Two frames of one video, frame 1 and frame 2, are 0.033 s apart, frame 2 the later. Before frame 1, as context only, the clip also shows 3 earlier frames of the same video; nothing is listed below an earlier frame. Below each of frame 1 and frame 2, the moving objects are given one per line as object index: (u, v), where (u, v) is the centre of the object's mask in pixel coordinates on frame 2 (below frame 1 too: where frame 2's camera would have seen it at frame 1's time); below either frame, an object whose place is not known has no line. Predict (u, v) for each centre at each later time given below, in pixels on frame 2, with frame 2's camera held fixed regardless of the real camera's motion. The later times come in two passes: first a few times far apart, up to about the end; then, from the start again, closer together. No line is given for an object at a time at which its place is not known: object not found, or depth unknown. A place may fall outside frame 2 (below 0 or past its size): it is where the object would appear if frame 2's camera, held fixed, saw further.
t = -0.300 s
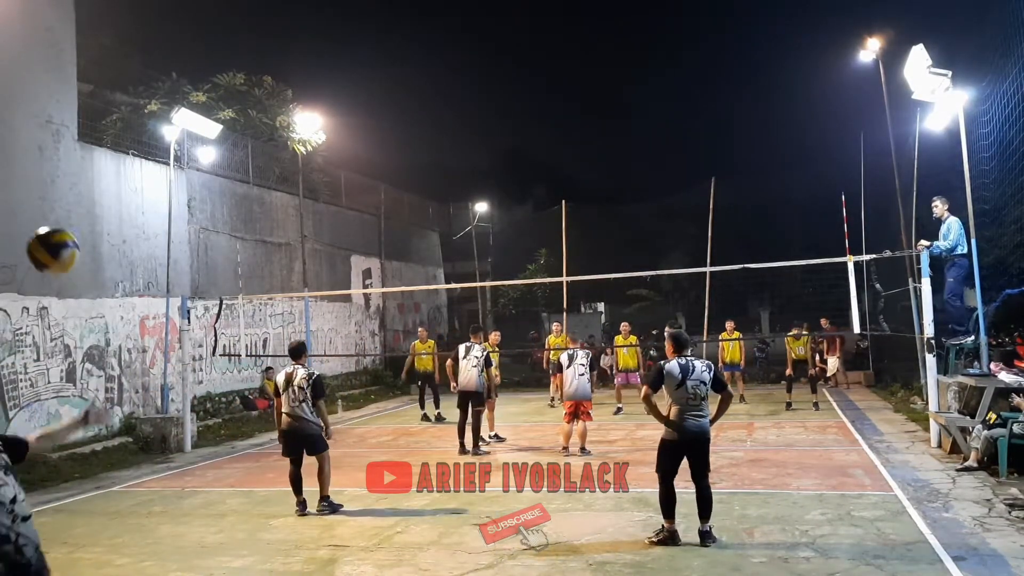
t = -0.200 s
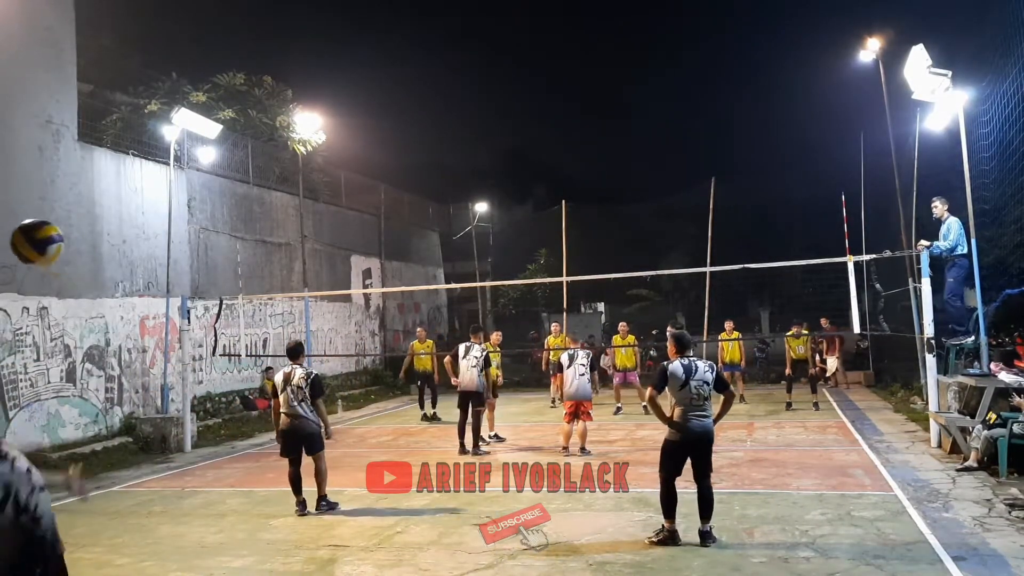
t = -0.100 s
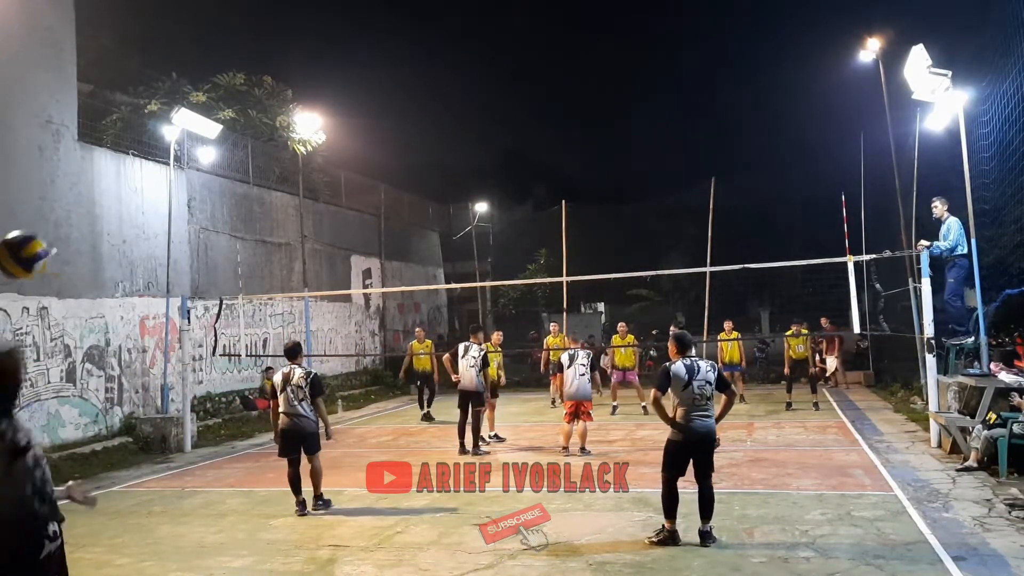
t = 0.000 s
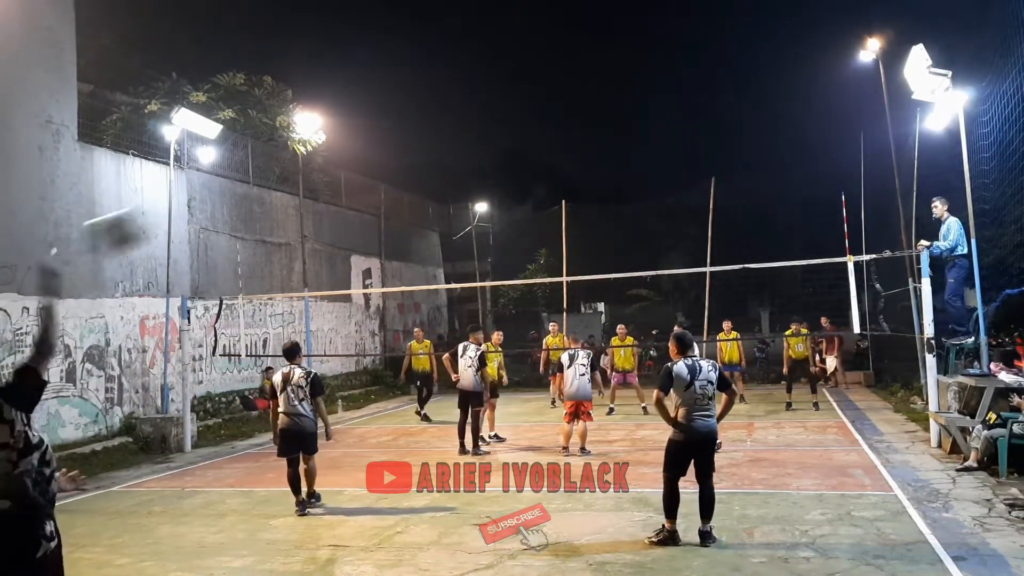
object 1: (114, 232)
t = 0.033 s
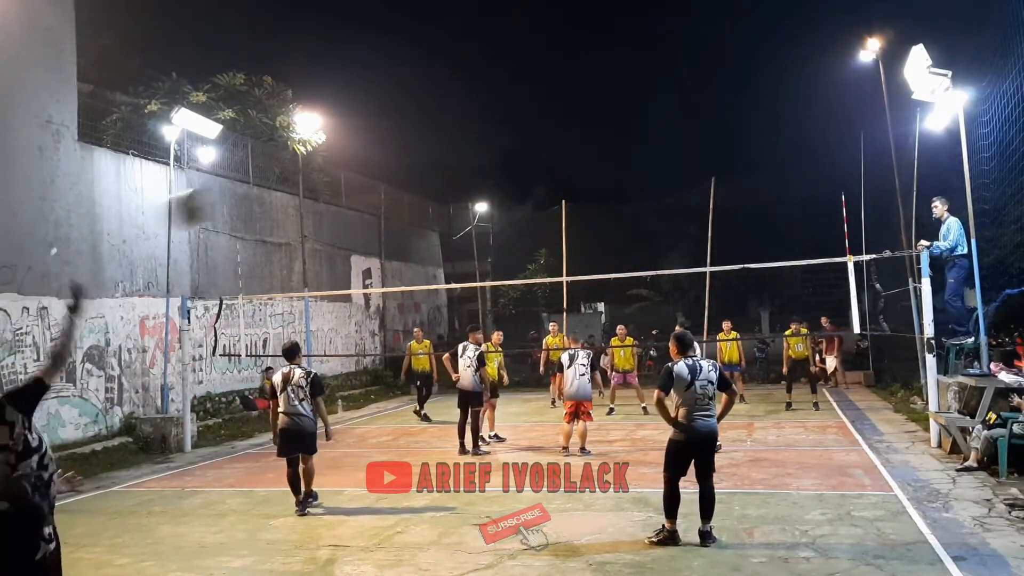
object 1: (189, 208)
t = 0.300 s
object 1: (496, 140)
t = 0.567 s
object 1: (635, 169)
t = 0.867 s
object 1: (733, 240)
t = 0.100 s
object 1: (300, 172)
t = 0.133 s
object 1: (342, 163)
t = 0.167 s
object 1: (380, 154)
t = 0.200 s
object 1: (414, 147)
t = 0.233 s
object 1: (444, 144)
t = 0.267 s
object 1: (471, 141)
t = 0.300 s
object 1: (496, 140)
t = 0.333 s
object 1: (519, 141)
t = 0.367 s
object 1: (539, 142)
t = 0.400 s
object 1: (558, 145)
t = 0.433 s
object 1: (576, 148)
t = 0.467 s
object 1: (592, 153)
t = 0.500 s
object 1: (607, 157)
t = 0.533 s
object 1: (621, 163)
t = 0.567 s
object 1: (635, 169)
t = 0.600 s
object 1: (648, 175)
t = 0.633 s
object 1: (660, 182)
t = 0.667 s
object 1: (672, 189)
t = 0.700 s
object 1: (684, 196)
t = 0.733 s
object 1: (695, 205)
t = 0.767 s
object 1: (705, 213)
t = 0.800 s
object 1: (716, 221)
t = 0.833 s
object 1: (724, 230)
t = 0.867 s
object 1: (733, 240)
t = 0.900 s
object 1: (742, 250)
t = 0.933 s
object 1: (750, 258)
